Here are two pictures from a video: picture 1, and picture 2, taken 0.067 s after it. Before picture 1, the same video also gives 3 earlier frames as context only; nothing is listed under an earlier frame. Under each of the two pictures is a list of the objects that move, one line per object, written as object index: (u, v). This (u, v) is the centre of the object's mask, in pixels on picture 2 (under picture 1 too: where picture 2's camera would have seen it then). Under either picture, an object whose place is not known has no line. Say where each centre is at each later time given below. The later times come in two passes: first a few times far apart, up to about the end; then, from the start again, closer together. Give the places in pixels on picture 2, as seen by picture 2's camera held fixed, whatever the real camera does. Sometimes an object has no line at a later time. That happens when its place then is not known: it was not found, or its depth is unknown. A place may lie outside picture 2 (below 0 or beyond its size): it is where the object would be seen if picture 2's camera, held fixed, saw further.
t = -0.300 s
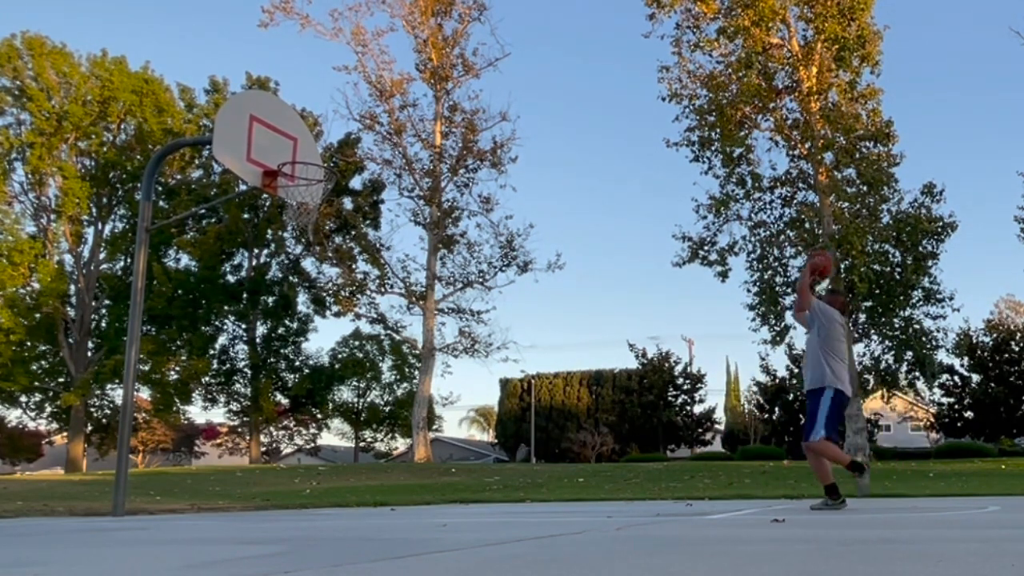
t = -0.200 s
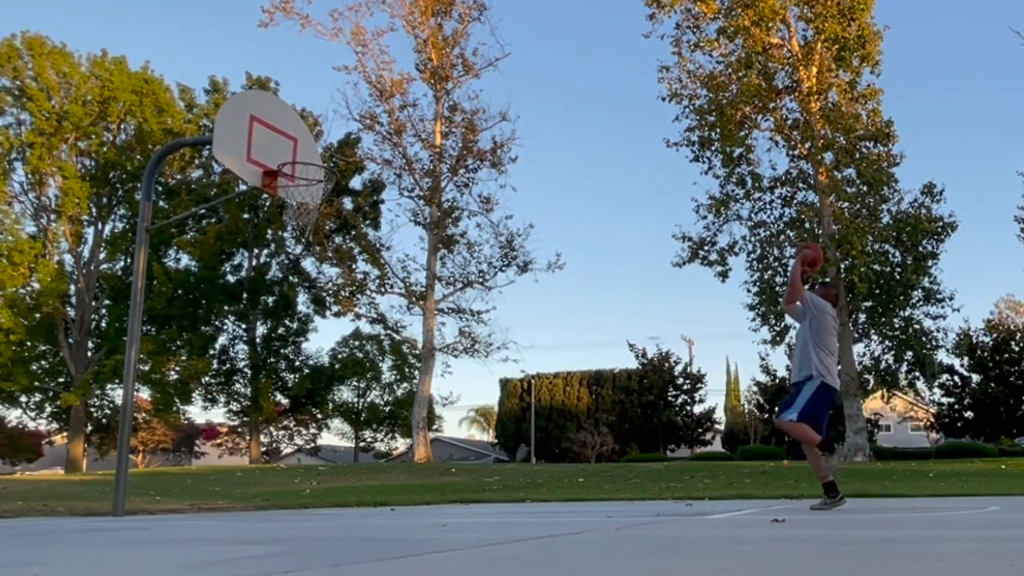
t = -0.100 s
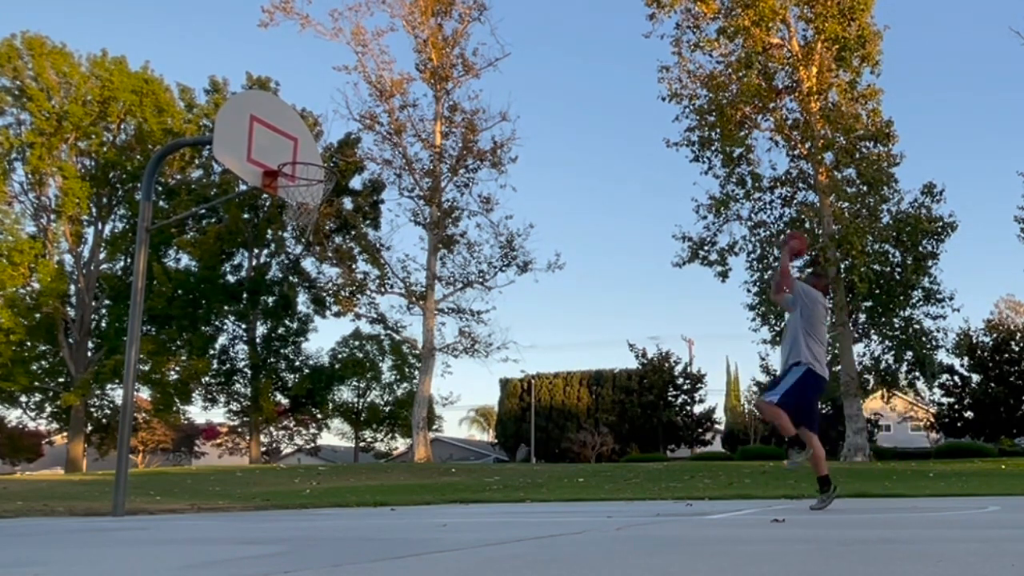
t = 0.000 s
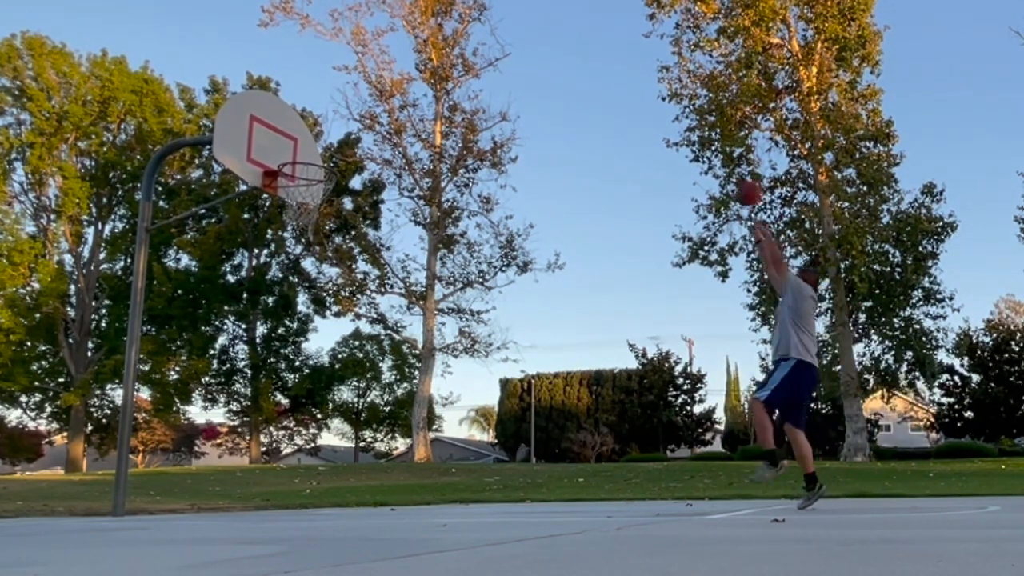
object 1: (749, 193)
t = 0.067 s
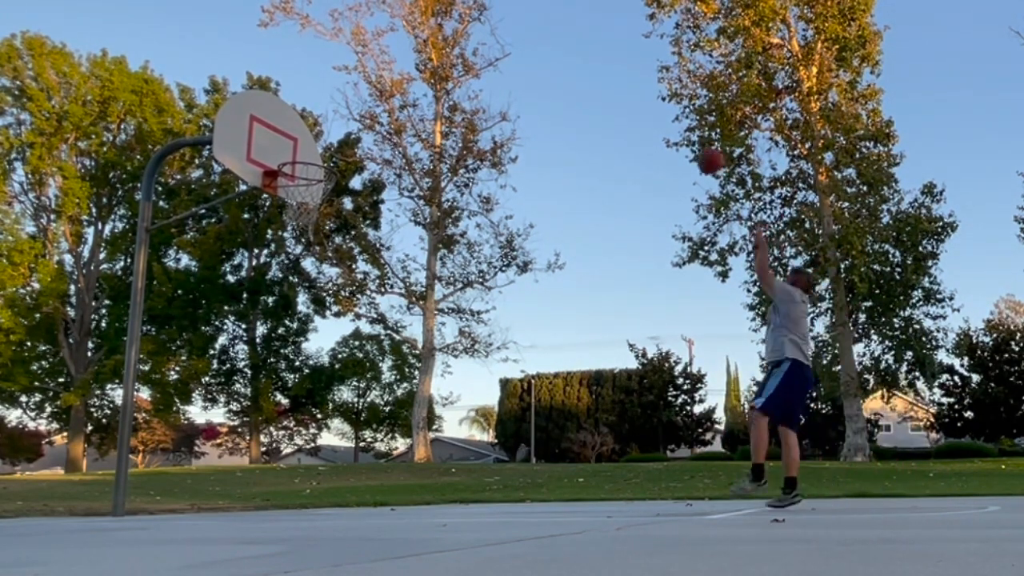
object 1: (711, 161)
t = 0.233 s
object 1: (619, 105)
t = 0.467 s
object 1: (498, 81)
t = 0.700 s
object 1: (382, 114)
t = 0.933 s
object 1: (282, 198)
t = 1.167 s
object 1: (271, 274)
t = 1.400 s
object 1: (258, 401)
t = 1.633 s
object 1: (266, 453)
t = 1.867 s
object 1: (306, 363)
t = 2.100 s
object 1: (342, 329)
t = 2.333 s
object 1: (375, 350)
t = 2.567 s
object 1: (403, 424)
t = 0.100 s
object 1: (692, 147)
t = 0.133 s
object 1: (673, 134)
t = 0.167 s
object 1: (655, 123)
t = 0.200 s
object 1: (637, 114)
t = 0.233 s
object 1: (619, 105)
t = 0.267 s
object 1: (602, 98)
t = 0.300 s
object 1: (584, 92)
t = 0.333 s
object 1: (567, 88)
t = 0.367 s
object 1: (549, 84)
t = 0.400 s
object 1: (532, 82)
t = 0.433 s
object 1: (515, 81)
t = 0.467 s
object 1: (498, 81)
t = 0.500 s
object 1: (481, 82)
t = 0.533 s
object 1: (465, 85)
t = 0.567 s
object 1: (449, 89)
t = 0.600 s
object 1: (431, 93)
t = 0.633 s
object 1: (415, 99)
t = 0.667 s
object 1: (398, 106)
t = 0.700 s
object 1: (382, 114)
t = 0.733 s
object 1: (366, 123)
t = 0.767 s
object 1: (348, 134)
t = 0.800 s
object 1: (332, 146)
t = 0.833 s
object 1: (315, 159)
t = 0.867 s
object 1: (299, 173)
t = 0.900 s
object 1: (286, 187)
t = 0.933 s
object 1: (282, 198)
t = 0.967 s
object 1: (280, 206)
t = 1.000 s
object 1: (279, 215)
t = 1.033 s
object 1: (278, 224)
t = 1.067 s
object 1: (276, 235)
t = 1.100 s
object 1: (275, 247)
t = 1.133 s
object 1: (272, 260)
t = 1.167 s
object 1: (271, 274)
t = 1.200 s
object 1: (271, 289)
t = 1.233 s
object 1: (269, 305)
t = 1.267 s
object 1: (267, 321)
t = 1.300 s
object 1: (265, 342)
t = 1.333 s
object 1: (263, 360)
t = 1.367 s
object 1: (260, 381)
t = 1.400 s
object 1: (258, 401)
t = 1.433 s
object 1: (256, 424)
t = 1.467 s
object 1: (254, 449)
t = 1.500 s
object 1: (250, 475)
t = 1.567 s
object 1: (252, 491)
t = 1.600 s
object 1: (259, 471)
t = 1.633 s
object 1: (266, 453)
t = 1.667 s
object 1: (271, 436)
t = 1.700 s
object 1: (279, 419)
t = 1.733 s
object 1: (284, 407)
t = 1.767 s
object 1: (290, 393)
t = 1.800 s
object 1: (295, 383)
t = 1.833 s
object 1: (302, 373)
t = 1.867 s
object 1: (306, 363)
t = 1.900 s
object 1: (312, 355)
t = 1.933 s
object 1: (317, 347)
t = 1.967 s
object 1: (322, 342)
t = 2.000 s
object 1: (327, 337)
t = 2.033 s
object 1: (332, 333)
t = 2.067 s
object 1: (337, 331)
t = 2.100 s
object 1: (342, 329)
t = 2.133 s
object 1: (347, 330)
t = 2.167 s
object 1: (351, 330)
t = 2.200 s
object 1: (356, 332)
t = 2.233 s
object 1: (361, 335)
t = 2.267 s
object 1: (365, 339)
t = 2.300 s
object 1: (371, 344)
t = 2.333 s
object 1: (375, 350)
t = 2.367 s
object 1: (379, 358)
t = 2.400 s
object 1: (384, 366)
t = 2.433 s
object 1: (388, 376)
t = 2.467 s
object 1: (392, 387)
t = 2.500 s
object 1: (397, 398)
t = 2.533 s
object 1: (401, 411)
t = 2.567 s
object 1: (403, 424)
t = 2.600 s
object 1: (408, 438)
